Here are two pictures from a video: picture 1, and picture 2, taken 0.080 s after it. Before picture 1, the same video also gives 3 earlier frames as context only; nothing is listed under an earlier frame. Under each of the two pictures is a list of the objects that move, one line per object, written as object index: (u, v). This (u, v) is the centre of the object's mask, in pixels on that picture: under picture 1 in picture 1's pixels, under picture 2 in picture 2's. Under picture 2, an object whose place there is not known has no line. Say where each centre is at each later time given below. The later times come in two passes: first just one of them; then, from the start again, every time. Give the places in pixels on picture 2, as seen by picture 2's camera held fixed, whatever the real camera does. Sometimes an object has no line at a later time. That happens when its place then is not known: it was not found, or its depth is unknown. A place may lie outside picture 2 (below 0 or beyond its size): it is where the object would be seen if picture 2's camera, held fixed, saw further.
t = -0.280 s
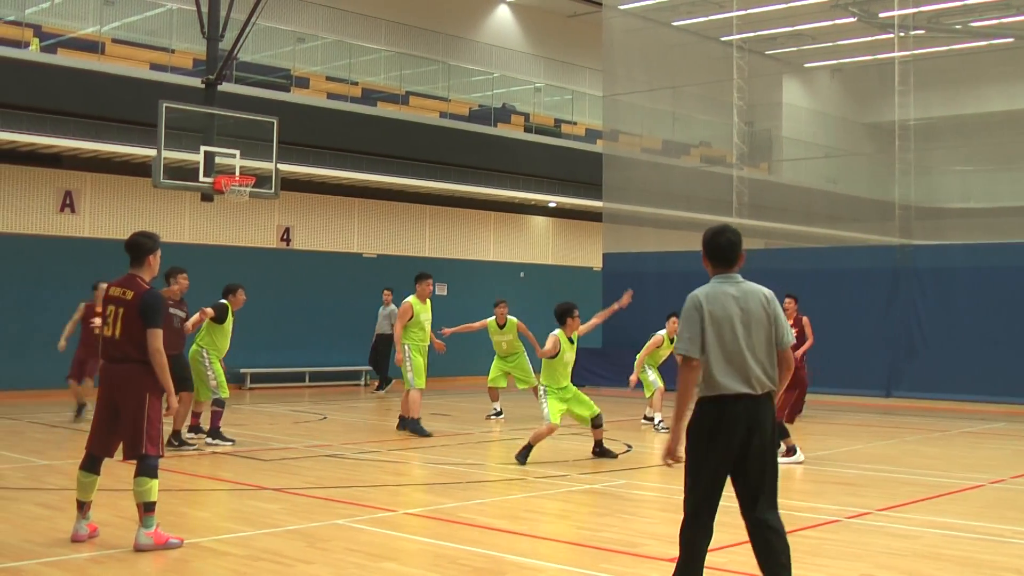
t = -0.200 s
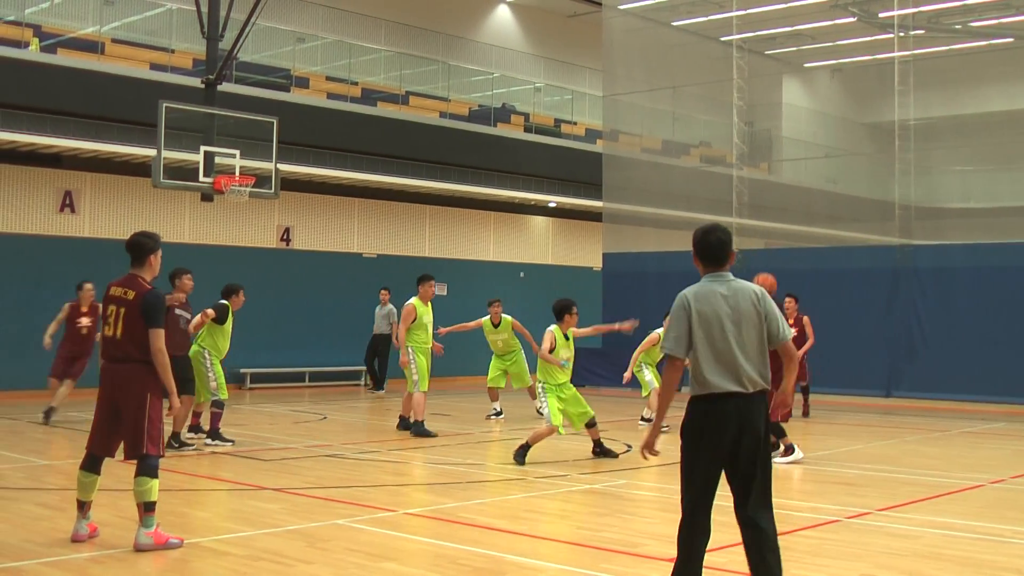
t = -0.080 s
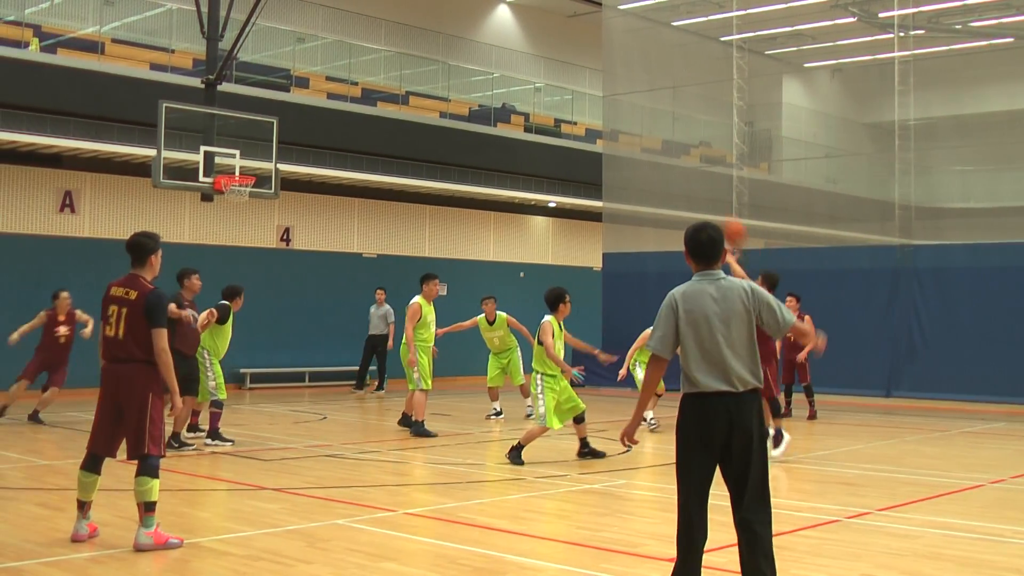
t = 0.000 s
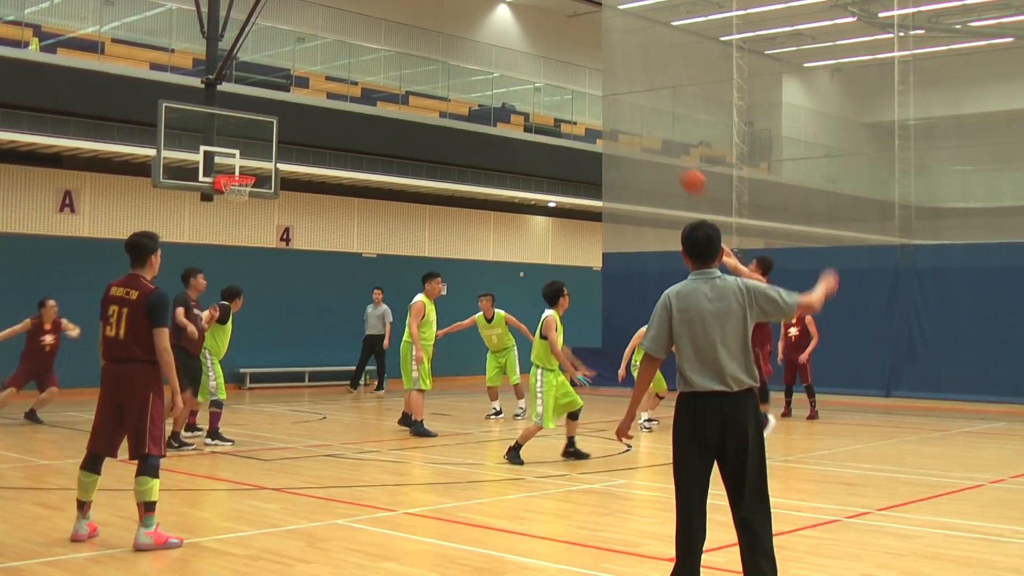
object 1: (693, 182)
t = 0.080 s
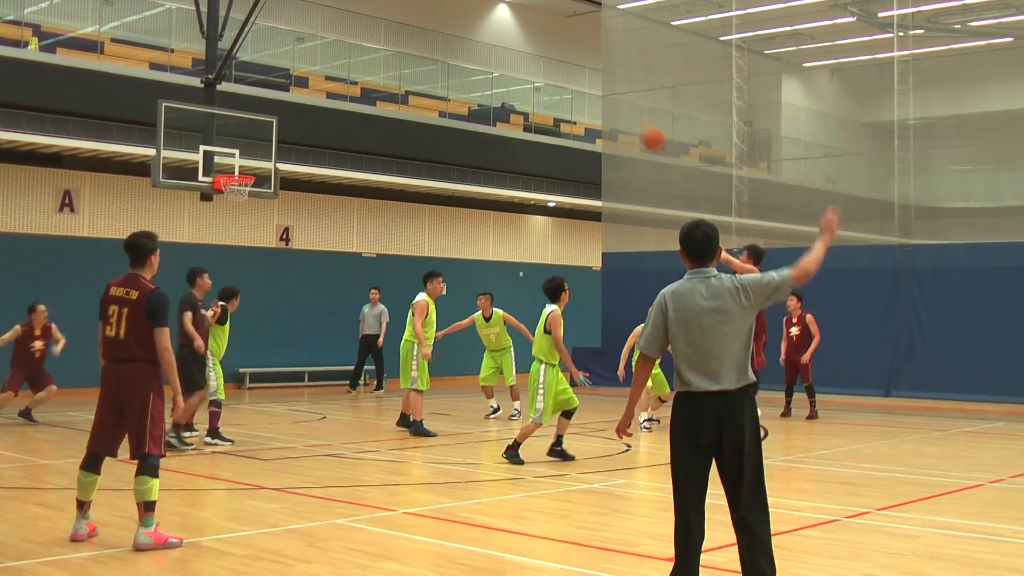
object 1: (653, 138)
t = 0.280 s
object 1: (563, 64)
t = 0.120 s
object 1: (634, 121)
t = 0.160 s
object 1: (615, 103)
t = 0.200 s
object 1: (596, 88)
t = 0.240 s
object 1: (580, 75)
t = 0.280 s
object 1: (563, 64)
